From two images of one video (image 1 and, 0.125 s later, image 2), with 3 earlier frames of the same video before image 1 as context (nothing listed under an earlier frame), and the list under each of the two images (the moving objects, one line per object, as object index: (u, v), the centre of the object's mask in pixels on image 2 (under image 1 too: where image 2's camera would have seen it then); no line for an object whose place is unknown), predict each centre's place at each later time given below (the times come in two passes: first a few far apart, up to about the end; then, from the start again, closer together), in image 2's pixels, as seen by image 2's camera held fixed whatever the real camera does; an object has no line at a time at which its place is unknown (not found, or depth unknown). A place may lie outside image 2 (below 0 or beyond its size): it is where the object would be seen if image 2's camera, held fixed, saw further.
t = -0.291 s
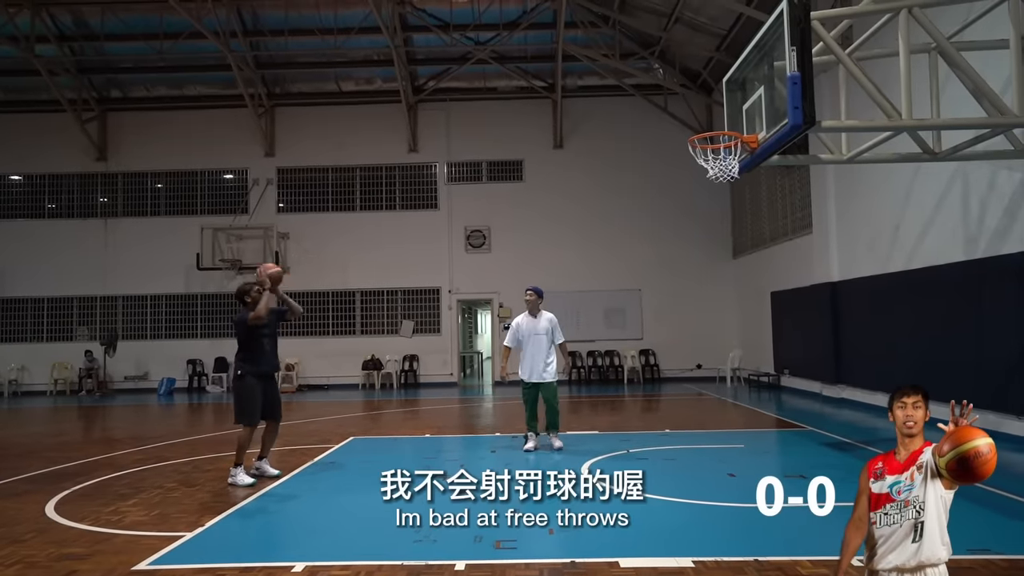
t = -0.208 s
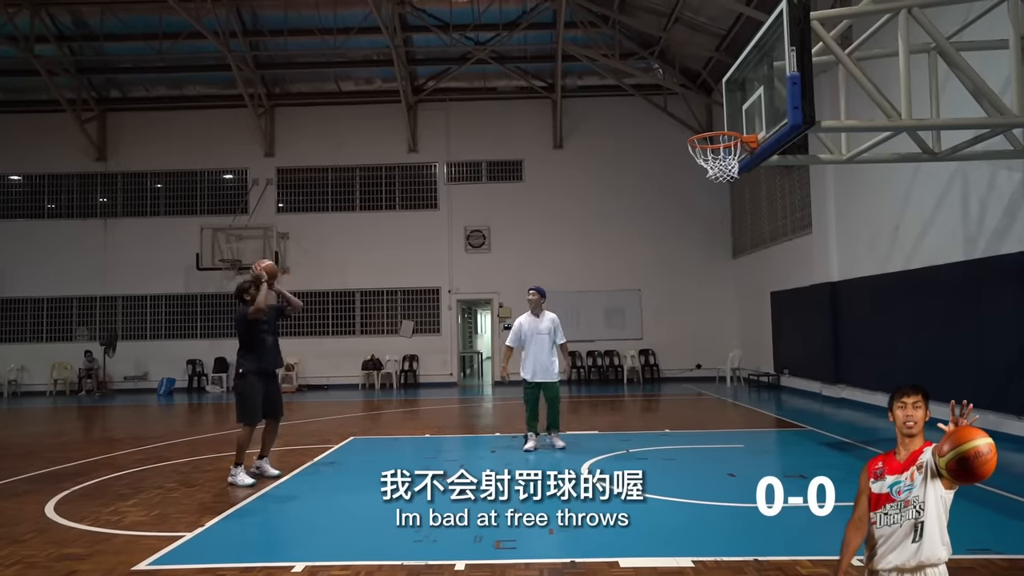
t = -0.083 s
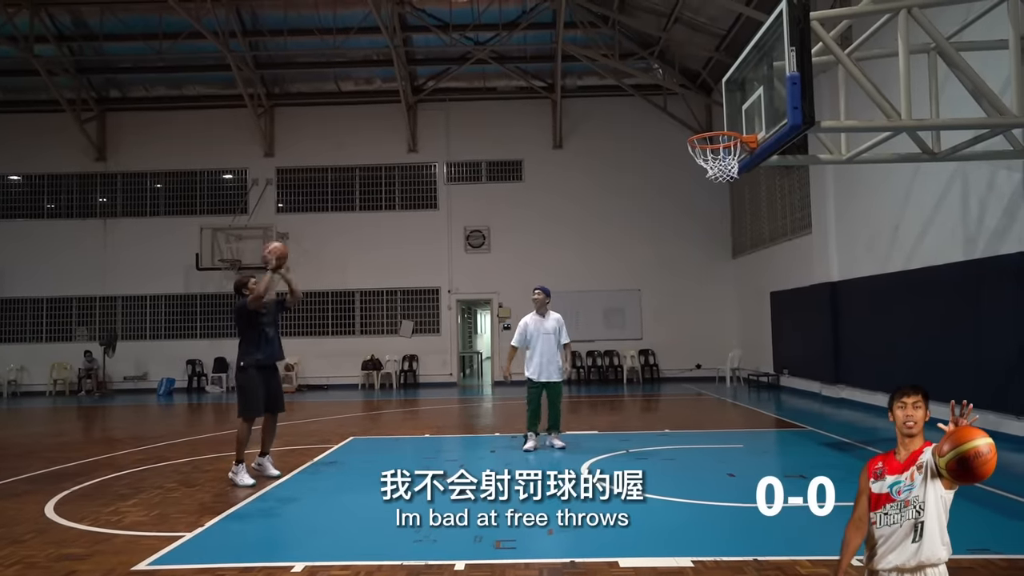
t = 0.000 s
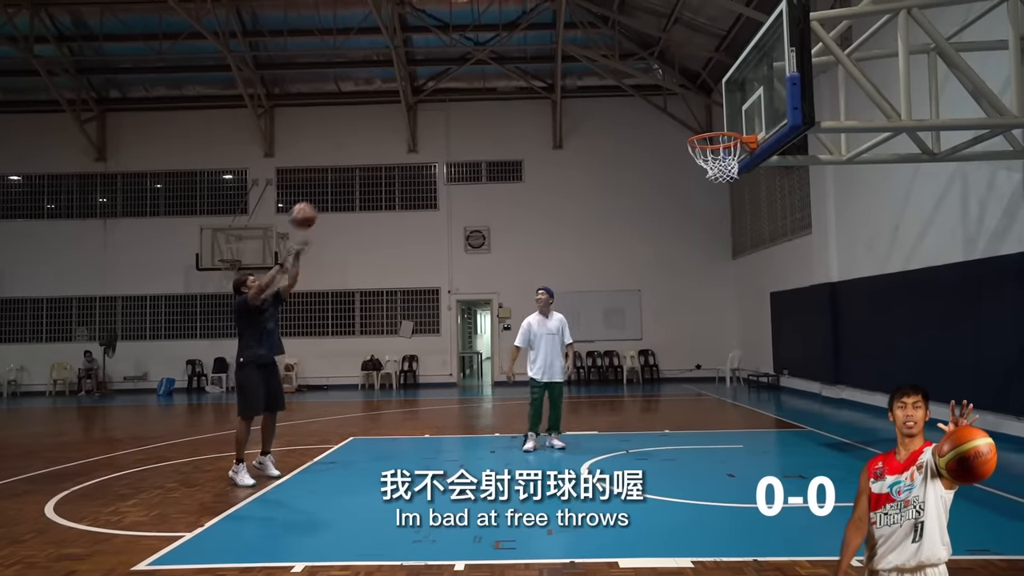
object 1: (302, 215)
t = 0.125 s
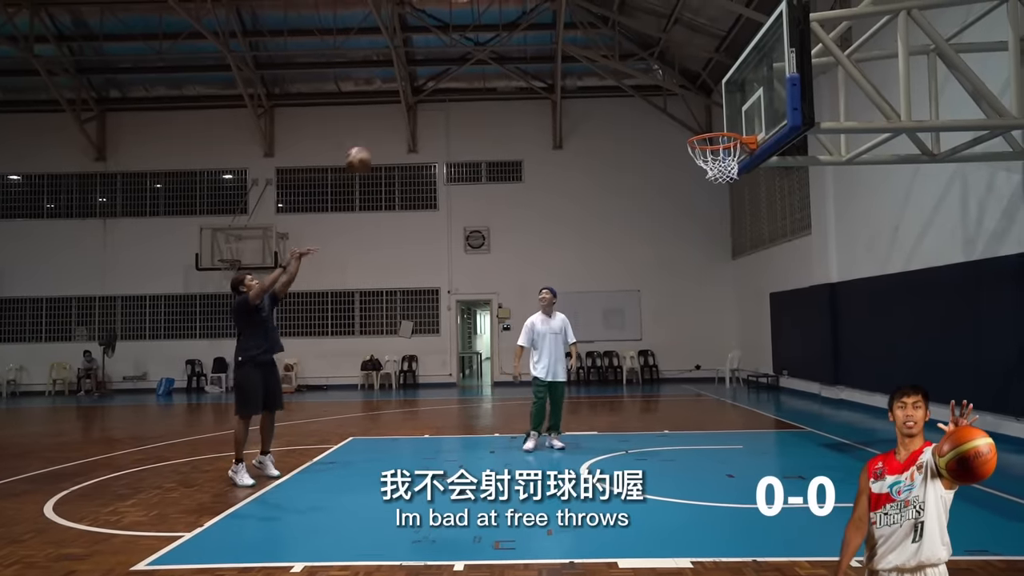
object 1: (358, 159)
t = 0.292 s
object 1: (436, 106)
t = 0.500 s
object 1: (537, 77)
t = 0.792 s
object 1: (668, 111)
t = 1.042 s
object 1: (725, 100)
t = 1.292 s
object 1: (729, 112)
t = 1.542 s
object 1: (702, 123)
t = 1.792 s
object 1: (698, 129)
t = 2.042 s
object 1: (717, 130)
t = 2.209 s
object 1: (728, 152)
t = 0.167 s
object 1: (382, 140)
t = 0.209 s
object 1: (397, 129)
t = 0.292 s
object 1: (436, 106)
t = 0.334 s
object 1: (459, 95)
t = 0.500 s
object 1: (537, 77)
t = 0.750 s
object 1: (652, 103)
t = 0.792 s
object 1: (668, 111)
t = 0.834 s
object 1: (692, 126)
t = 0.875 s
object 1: (697, 117)
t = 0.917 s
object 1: (704, 111)
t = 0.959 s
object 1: (710, 105)
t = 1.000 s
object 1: (719, 102)
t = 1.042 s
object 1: (725, 100)
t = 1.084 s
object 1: (731, 99)
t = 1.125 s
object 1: (739, 101)
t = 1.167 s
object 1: (743, 103)
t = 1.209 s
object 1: (740, 103)
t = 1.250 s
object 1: (733, 108)
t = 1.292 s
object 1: (729, 112)
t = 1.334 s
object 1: (722, 119)
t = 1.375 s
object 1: (719, 120)
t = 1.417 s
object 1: (714, 119)
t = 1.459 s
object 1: (709, 120)
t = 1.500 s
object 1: (705, 121)
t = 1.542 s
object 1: (702, 123)
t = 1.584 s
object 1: (695, 127)
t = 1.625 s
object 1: (696, 126)
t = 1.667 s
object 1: (696, 126)
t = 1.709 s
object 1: (696, 127)
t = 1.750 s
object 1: (697, 129)
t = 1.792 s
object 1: (698, 129)
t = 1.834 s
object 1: (701, 129)
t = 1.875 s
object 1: (703, 129)
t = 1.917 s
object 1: (706, 129)
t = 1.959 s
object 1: (709, 129)
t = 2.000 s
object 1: (714, 130)
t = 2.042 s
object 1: (717, 130)
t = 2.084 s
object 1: (719, 141)
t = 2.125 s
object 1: (720, 145)
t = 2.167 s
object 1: (727, 149)
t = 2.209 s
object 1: (728, 152)
